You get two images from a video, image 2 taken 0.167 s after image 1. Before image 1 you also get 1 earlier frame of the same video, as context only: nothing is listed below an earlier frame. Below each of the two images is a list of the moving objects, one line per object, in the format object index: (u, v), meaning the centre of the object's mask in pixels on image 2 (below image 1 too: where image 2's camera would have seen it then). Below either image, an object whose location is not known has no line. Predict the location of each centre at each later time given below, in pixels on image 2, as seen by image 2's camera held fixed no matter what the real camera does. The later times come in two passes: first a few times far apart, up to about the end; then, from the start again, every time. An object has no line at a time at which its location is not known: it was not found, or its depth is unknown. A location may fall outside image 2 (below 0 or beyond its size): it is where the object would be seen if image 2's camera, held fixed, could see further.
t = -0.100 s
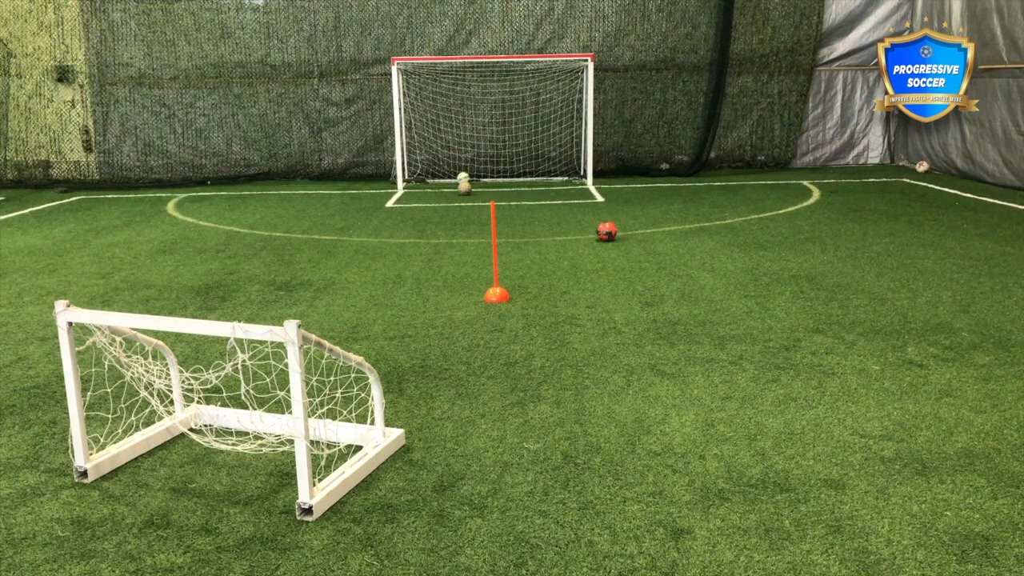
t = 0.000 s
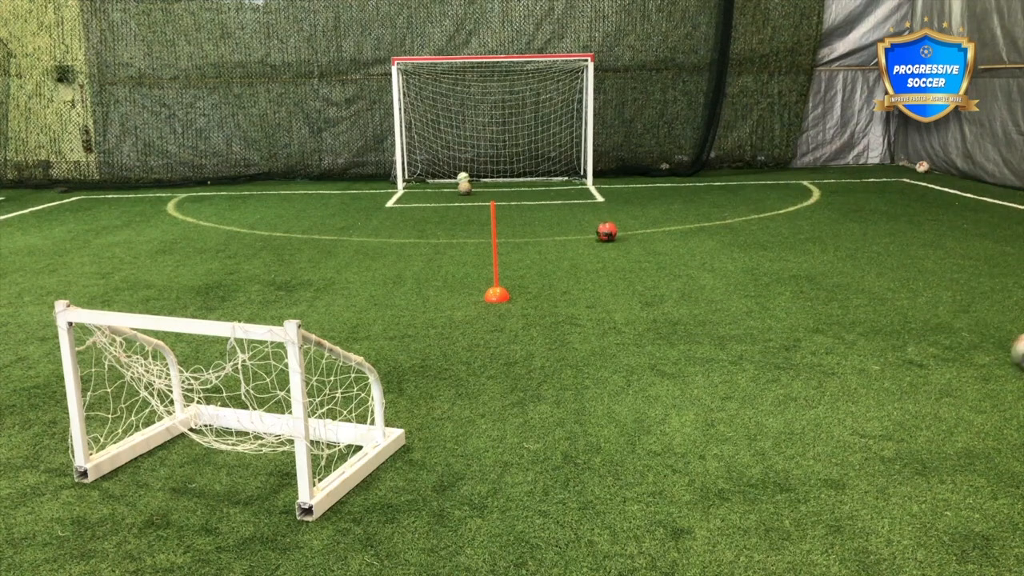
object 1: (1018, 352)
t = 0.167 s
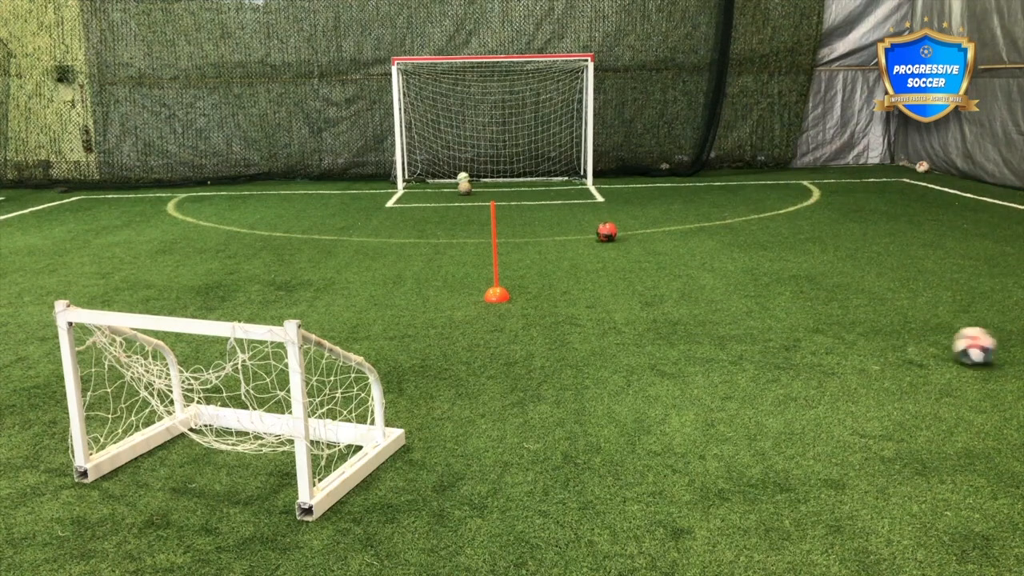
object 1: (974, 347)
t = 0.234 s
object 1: (952, 345)
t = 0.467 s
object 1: (881, 337)
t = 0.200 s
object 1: (963, 346)
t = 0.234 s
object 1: (952, 345)
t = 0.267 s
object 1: (941, 343)
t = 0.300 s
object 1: (931, 342)
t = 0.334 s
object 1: (920, 341)
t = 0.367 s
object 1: (911, 341)
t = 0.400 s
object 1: (901, 340)
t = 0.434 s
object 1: (890, 338)
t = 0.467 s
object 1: (881, 337)
